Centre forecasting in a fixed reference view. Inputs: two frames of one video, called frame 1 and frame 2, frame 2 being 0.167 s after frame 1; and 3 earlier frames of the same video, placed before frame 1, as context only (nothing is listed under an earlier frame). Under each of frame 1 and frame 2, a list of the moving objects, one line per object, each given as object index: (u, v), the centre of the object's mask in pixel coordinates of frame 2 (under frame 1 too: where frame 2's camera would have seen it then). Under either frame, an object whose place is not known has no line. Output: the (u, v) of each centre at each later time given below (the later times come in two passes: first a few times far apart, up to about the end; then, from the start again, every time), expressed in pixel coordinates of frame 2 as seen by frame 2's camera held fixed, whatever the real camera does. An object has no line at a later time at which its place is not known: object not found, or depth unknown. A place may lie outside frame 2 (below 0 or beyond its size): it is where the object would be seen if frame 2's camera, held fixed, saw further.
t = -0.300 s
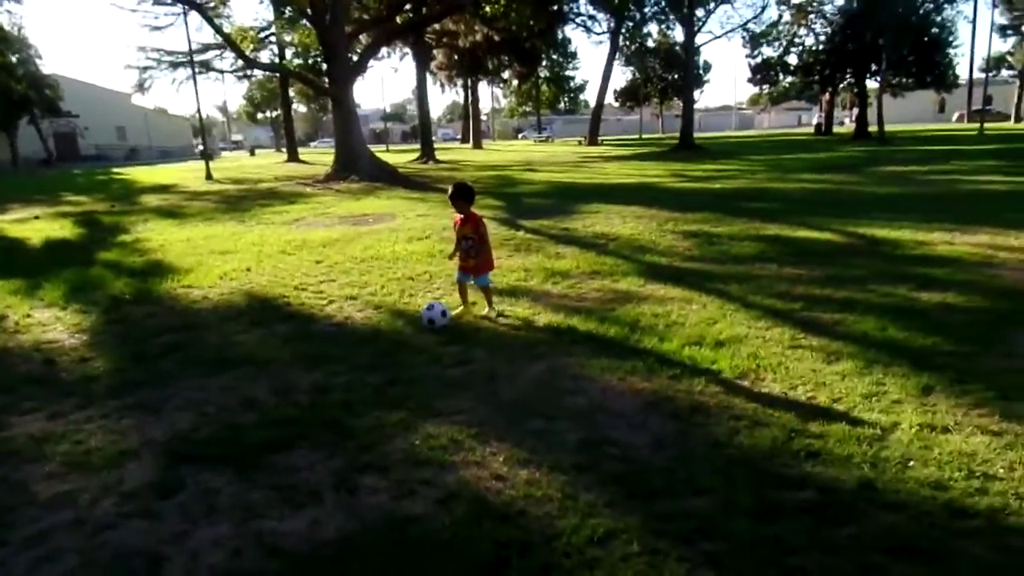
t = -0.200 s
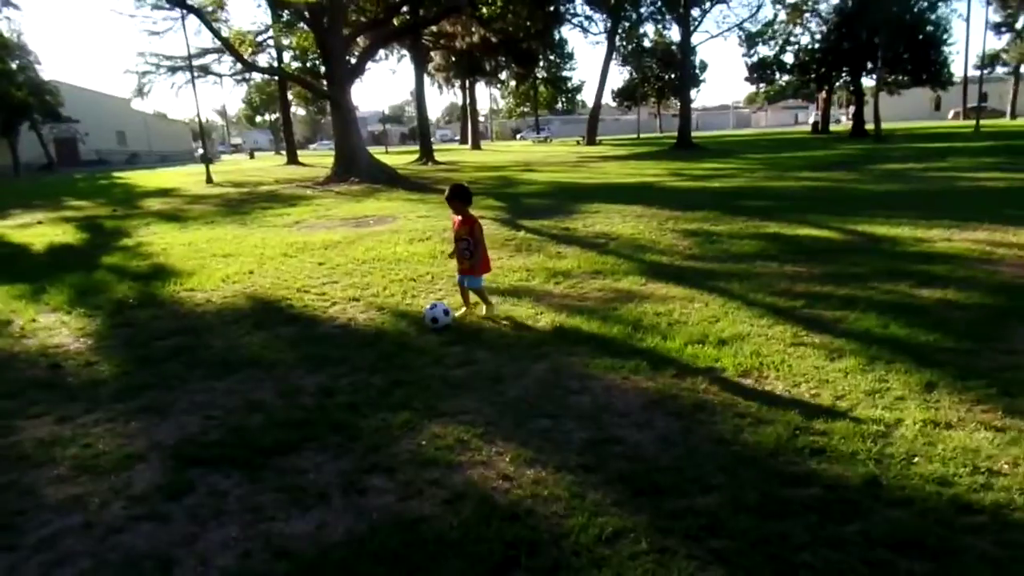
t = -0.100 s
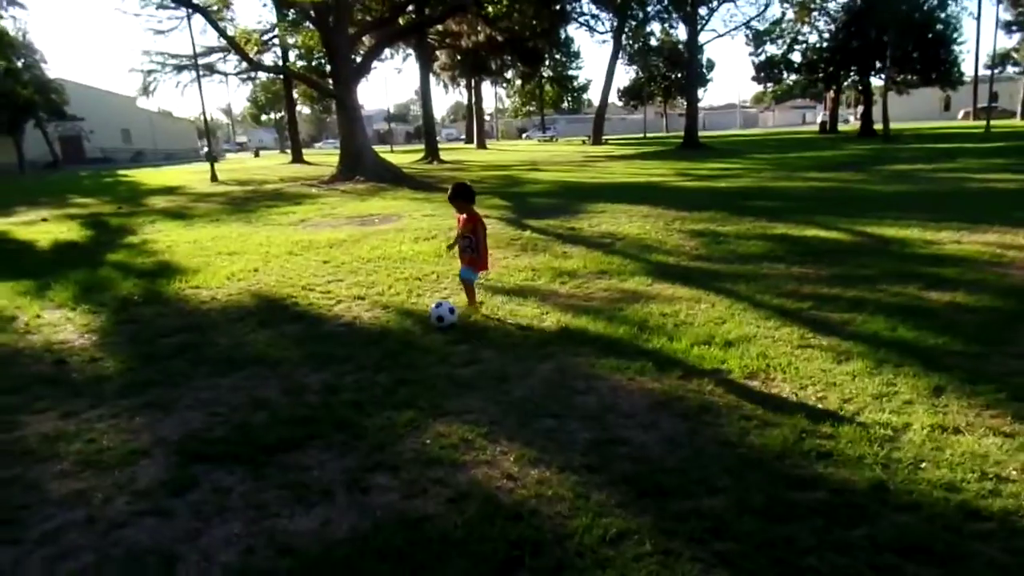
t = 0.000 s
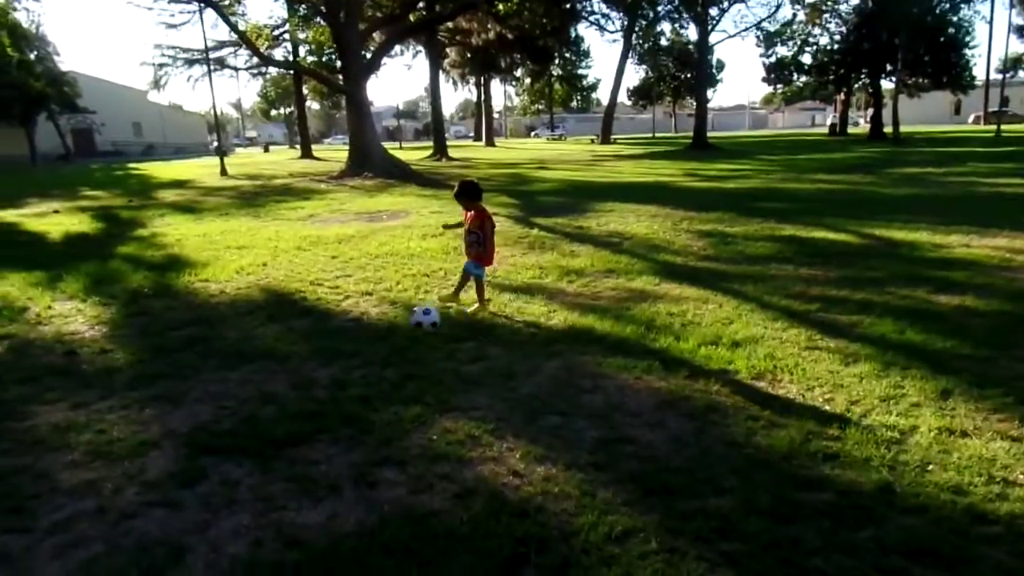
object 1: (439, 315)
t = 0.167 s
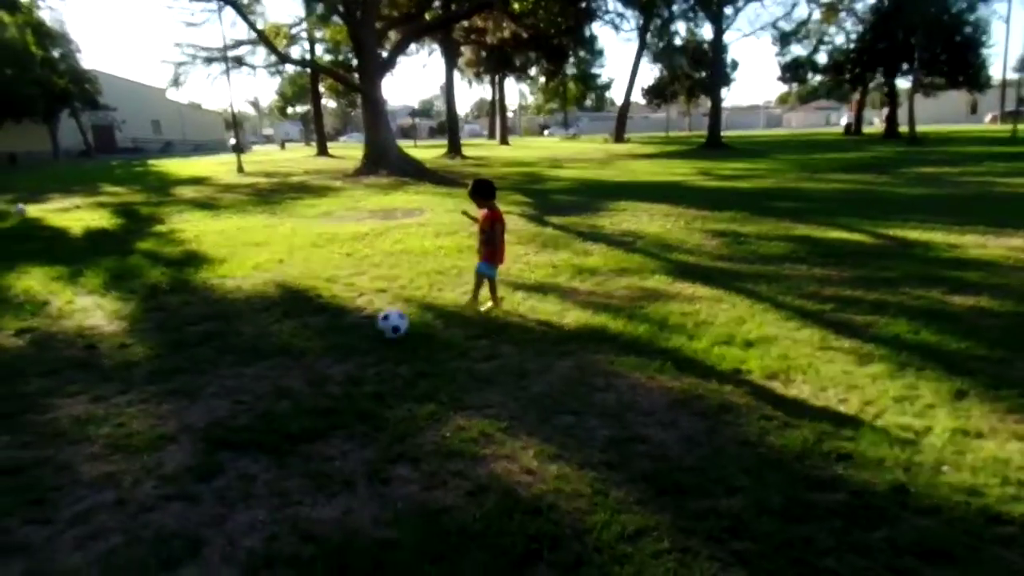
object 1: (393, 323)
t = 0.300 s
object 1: (361, 331)
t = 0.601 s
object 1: (288, 350)
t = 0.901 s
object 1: (217, 362)
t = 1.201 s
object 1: (149, 373)
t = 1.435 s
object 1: (102, 379)
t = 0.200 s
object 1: (384, 327)
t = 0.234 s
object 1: (376, 328)
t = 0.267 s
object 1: (368, 329)
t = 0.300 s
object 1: (361, 331)
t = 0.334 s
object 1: (353, 333)
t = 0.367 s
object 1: (345, 337)
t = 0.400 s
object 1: (337, 339)
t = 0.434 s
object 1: (329, 339)
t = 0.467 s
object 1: (321, 341)
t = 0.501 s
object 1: (312, 344)
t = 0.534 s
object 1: (304, 346)
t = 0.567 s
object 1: (297, 348)
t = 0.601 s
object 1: (288, 350)
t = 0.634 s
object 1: (280, 351)
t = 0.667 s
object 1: (272, 352)
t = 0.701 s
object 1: (263, 355)
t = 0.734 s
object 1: (255, 356)
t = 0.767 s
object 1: (246, 357)
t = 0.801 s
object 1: (238, 357)
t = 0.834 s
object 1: (231, 357)
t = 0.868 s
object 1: (224, 359)
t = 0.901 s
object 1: (217, 362)
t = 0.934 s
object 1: (209, 362)
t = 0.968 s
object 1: (201, 363)
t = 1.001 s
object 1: (194, 365)
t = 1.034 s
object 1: (187, 366)
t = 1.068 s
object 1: (179, 366)
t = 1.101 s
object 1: (171, 368)
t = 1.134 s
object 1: (164, 370)
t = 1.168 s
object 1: (157, 371)
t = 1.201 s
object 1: (149, 373)
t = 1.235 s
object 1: (142, 374)
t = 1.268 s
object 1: (136, 375)
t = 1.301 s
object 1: (129, 376)
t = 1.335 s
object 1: (121, 376)
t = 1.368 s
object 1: (114, 377)
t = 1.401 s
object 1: (108, 378)
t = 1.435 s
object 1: (102, 379)
